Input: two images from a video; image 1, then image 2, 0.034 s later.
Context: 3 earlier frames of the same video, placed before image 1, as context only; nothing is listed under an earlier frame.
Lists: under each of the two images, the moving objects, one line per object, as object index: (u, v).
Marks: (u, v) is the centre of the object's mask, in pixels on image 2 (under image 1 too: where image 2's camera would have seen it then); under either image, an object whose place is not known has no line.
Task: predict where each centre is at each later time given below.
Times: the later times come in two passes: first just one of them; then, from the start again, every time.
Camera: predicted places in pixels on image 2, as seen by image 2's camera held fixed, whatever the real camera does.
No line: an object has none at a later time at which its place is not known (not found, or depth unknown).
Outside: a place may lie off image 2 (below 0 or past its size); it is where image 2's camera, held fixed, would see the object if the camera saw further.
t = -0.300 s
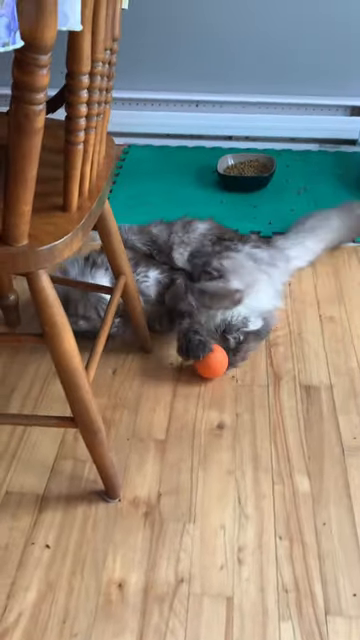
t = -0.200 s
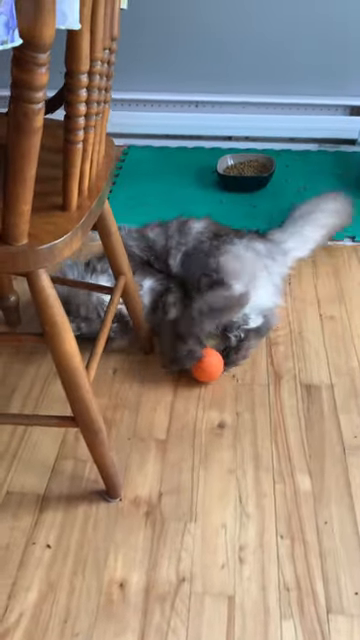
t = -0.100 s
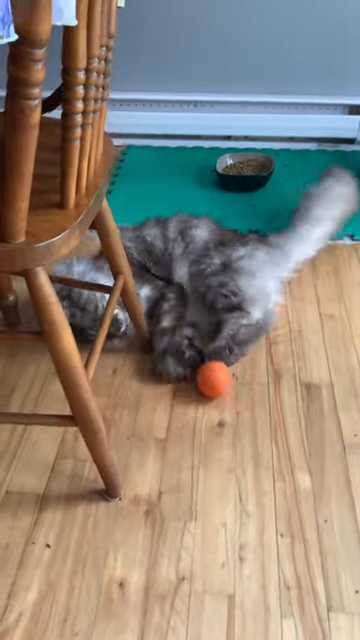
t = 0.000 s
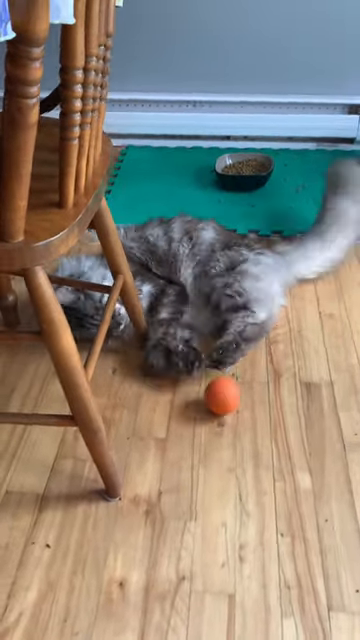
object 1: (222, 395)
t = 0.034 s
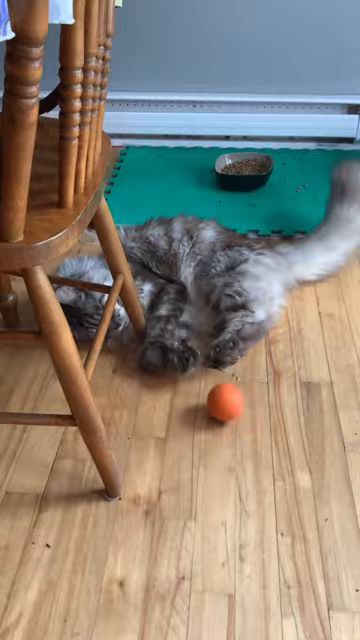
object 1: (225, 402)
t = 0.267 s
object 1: (249, 451)
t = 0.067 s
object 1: (228, 409)
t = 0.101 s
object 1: (232, 415)
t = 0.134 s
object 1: (236, 422)
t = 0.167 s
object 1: (239, 429)
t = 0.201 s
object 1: (242, 436)
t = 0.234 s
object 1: (246, 443)
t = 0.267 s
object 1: (249, 451)
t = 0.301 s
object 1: (255, 459)
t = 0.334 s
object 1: (259, 466)
